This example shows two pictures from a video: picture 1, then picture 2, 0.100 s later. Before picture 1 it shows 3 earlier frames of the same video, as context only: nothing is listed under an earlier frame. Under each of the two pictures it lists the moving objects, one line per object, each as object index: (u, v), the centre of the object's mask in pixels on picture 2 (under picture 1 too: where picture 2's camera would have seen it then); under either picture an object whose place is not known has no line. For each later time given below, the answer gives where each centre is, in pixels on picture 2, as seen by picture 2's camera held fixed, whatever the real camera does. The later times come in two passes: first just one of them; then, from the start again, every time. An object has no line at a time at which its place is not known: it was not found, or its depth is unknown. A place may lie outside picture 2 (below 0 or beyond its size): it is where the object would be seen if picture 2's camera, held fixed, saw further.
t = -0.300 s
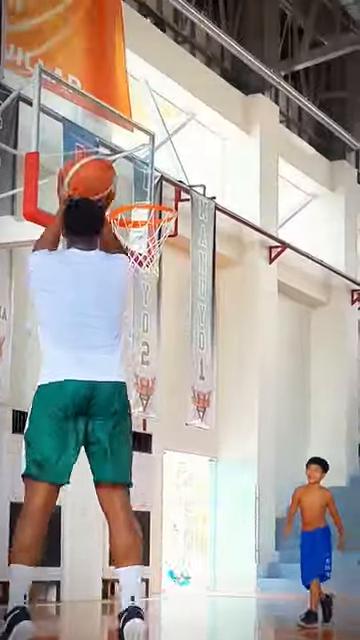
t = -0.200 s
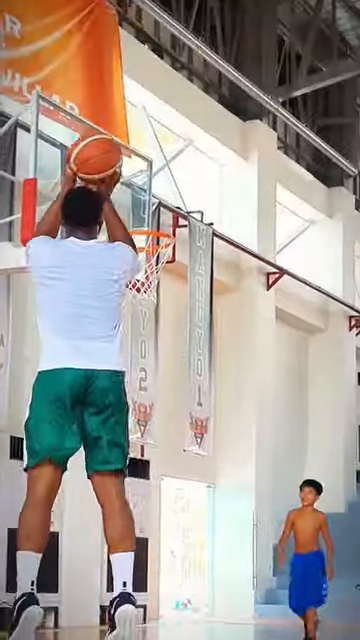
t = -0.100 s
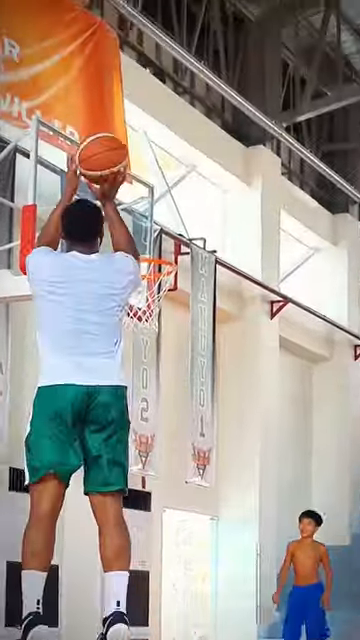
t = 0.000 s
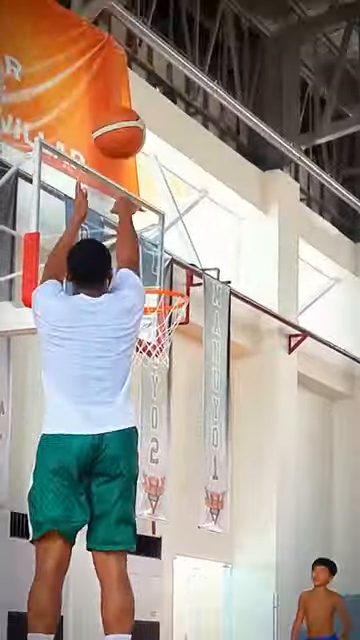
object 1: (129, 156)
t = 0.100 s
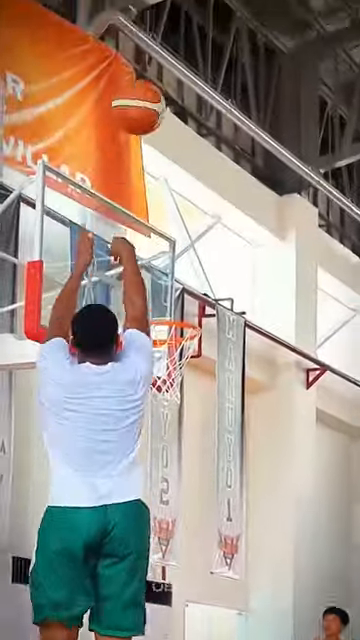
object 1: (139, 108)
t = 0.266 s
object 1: (151, 84)
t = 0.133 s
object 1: (142, 98)
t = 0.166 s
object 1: (144, 91)
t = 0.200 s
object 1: (148, 86)
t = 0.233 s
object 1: (150, 84)
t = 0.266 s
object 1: (151, 84)
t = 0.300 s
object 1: (154, 84)
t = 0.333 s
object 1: (157, 86)
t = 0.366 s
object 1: (159, 92)
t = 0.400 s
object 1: (161, 96)
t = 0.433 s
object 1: (163, 104)
